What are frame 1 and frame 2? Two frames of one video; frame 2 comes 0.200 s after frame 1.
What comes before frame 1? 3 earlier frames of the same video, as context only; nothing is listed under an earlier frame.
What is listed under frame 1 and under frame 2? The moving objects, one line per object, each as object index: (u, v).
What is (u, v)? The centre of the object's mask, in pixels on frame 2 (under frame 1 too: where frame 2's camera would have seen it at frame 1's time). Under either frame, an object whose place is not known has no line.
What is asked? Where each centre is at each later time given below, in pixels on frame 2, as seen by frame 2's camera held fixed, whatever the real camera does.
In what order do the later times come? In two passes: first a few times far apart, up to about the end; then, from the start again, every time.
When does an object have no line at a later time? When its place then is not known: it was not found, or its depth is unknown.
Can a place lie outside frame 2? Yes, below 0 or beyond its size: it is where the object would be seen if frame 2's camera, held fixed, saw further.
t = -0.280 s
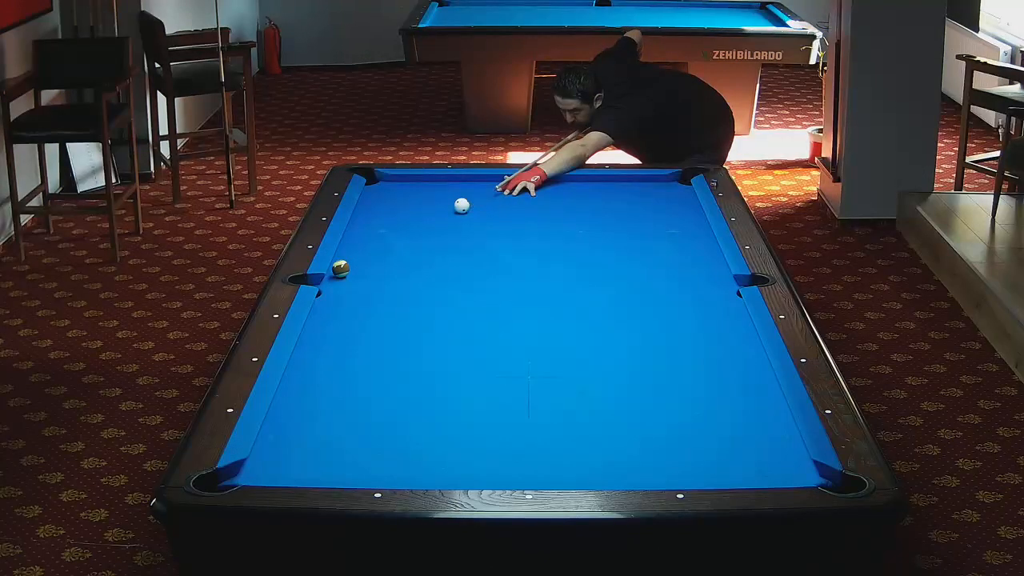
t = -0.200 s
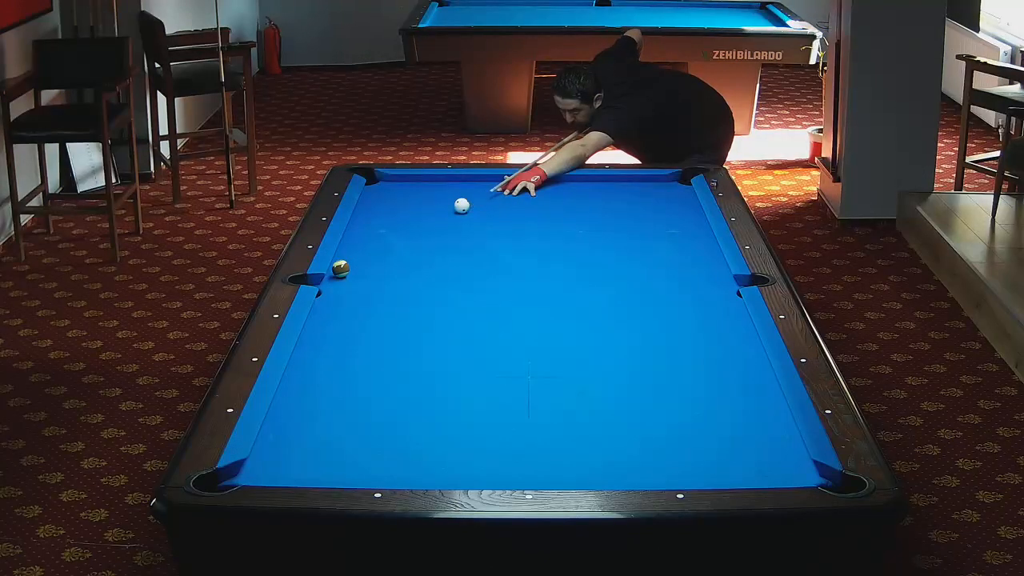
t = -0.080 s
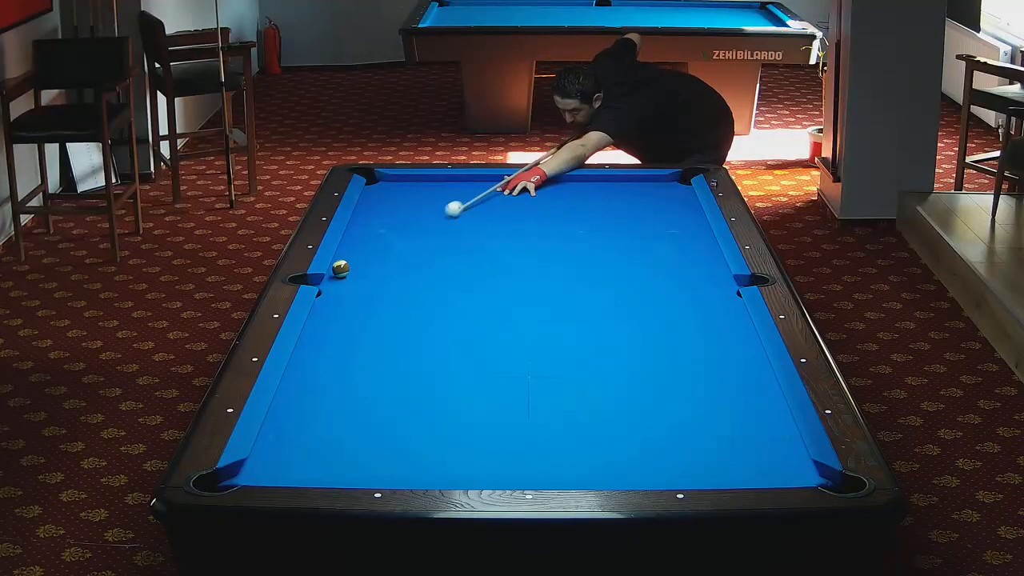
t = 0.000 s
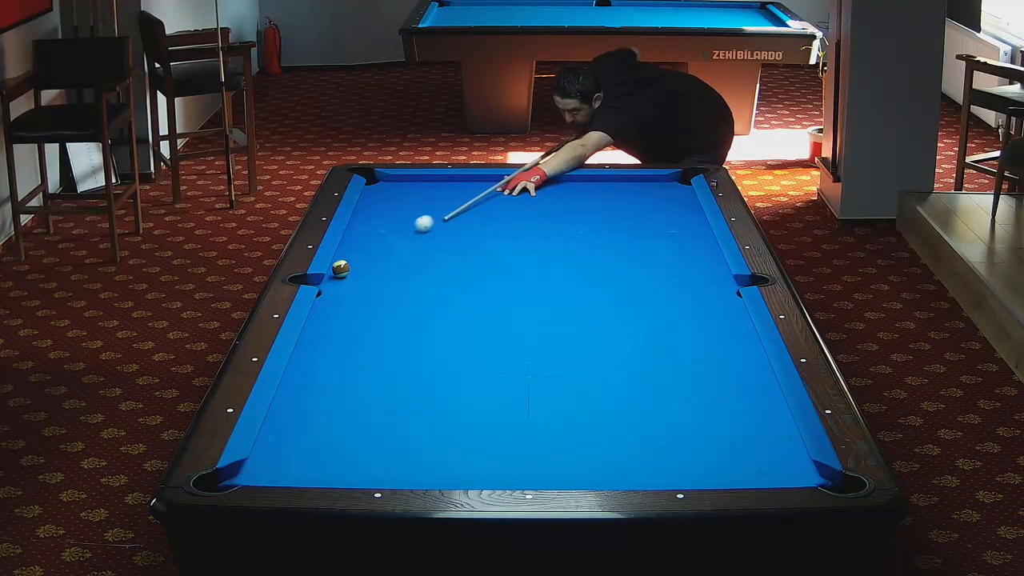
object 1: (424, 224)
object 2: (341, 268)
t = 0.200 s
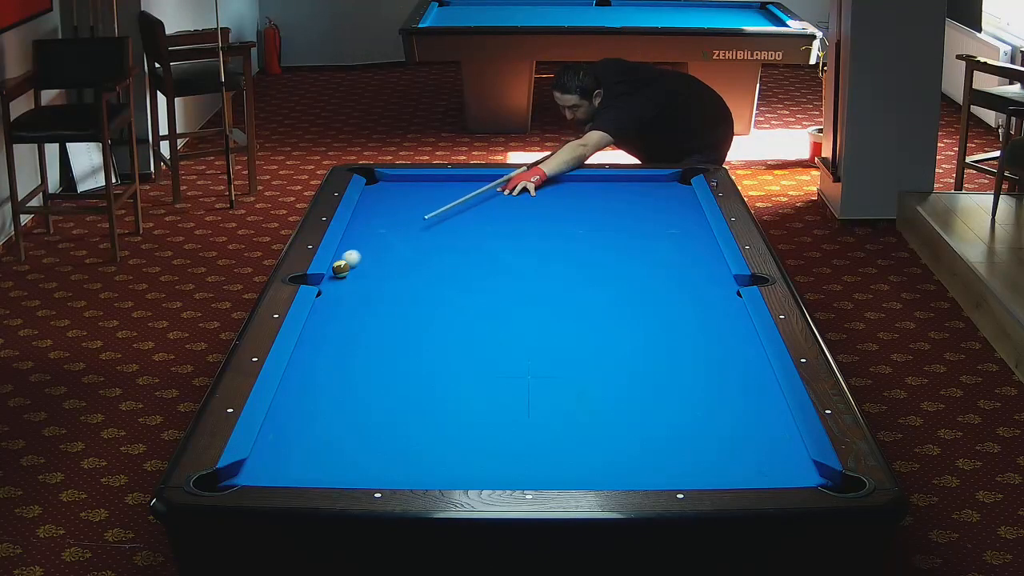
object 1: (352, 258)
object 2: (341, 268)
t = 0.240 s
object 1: (339, 260)
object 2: (339, 271)
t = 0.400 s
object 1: (361, 260)
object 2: (329, 296)
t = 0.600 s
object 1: (386, 256)
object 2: (318, 325)
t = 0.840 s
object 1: (414, 252)
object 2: (304, 363)
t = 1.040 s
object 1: (436, 249)
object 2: (291, 398)
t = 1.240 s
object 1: (457, 245)
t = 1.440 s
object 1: (477, 242)
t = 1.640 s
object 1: (496, 239)
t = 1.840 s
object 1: (514, 236)
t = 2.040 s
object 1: (531, 233)
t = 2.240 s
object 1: (547, 231)
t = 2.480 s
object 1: (565, 228)
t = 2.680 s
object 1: (579, 226)
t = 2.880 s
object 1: (592, 224)
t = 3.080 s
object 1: (604, 223)
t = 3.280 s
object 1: (616, 221)
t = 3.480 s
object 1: (626, 219)
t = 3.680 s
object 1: (636, 218)
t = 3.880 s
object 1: (645, 217)
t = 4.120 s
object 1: (655, 215)
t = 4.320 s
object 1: (662, 214)
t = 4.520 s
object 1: (669, 213)
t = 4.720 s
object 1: (675, 213)
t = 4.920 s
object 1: (680, 212)
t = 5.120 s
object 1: (684, 211)
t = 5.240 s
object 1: (687, 211)
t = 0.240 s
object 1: (339, 260)
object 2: (339, 271)
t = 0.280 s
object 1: (346, 262)
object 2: (337, 277)
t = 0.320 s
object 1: (351, 261)
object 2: (334, 284)
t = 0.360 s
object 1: (356, 261)
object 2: (332, 291)
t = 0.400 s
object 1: (361, 260)
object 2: (329, 296)
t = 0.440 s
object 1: (366, 259)
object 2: (327, 302)
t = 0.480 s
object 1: (371, 258)
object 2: (325, 308)
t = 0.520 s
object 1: (376, 258)
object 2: (322, 314)
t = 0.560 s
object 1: (381, 257)
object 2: (320, 320)
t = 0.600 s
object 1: (386, 256)
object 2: (318, 325)
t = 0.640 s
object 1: (391, 255)
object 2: (316, 332)
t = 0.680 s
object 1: (395, 255)
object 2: (313, 337)
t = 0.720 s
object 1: (400, 254)
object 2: (311, 344)
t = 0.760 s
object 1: (405, 253)
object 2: (309, 350)
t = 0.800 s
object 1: (409, 253)
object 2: (306, 356)
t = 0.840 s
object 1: (414, 252)
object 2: (304, 363)
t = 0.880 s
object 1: (419, 251)
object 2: (301, 370)
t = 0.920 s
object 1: (423, 250)
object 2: (298, 376)
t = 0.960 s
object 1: (427, 250)
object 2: (296, 383)
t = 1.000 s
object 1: (432, 249)
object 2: (293, 389)
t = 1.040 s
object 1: (436, 249)
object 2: (291, 398)
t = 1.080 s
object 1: (441, 248)
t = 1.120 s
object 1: (445, 247)
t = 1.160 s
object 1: (449, 246)
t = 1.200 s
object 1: (453, 246)
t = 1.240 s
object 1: (457, 245)
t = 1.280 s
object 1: (462, 245)
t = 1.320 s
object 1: (466, 244)
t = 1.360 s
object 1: (469, 243)
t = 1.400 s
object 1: (474, 243)
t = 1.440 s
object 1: (477, 242)
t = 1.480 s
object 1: (481, 241)
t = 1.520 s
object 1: (485, 241)
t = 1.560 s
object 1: (489, 240)
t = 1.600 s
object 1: (493, 240)
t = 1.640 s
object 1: (496, 239)
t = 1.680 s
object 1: (500, 239)
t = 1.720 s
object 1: (504, 238)
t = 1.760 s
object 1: (507, 237)
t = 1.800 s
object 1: (511, 237)
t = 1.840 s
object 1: (514, 236)
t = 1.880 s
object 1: (518, 236)
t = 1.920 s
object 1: (521, 235)
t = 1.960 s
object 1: (525, 235)
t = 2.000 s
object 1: (528, 234)
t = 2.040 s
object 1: (531, 233)
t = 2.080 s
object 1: (535, 233)
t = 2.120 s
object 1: (538, 233)
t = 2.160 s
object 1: (541, 232)
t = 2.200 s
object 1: (544, 232)
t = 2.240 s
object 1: (547, 231)
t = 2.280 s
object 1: (550, 231)
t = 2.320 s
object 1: (553, 230)
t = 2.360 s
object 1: (556, 230)
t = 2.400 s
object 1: (559, 229)
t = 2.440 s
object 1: (562, 229)
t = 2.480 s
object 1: (565, 228)
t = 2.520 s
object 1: (568, 228)
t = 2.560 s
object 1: (571, 227)
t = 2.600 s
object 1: (574, 227)
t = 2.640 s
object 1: (576, 227)
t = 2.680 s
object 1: (579, 226)
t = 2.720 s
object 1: (582, 226)
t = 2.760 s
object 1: (584, 226)
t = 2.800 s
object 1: (587, 225)
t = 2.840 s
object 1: (590, 225)
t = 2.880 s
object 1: (592, 224)
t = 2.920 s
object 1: (595, 224)
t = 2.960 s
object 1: (597, 224)
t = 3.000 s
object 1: (600, 223)
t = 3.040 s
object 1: (602, 223)
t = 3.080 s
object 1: (604, 223)
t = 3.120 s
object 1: (607, 222)
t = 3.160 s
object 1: (609, 222)
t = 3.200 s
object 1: (611, 222)
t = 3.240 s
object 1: (613, 221)
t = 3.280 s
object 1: (616, 221)
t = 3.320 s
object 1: (618, 221)
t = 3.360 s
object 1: (620, 220)
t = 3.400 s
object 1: (622, 220)
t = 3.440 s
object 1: (624, 220)
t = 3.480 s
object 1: (626, 219)
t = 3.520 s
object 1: (628, 219)
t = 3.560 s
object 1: (630, 219)
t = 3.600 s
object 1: (632, 218)
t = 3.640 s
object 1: (634, 218)
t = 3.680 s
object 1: (636, 218)
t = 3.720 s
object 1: (638, 218)
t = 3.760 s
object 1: (640, 217)
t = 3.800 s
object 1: (641, 217)
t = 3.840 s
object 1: (643, 217)
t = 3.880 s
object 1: (645, 217)
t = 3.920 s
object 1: (647, 216)
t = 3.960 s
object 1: (648, 216)
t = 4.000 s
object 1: (650, 216)
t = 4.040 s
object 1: (651, 216)
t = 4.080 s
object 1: (653, 215)
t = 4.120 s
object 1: (655, 215)
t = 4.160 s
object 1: (656, 215)
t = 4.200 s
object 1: (658, 215)
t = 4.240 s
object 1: (659, 214)
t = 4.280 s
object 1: (661, 214)
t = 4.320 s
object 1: (662, 214)
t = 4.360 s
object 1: (663, 214)
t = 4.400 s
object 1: (665, 214)
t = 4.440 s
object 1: (666, 214)
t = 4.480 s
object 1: (668, 213)
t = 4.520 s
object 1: (669, 213)
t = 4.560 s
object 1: (670, 213)
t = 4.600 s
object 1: (671, 213)
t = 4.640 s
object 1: (672, 213)
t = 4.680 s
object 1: (674, 213)
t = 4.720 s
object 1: (675, 213)
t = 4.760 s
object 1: (676, 212)
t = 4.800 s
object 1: (677, 212)
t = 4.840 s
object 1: (678, 212)
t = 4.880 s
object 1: (679, 212)
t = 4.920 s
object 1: (680, 212)
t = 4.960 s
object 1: (681, 212)
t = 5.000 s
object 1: (682, 212)
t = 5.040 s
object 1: (682, 212)
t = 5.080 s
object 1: (683, 211)
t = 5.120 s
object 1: (684, 211)
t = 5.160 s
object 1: (685, 211)
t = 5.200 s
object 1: (686, 211)
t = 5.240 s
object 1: (687, 211)
